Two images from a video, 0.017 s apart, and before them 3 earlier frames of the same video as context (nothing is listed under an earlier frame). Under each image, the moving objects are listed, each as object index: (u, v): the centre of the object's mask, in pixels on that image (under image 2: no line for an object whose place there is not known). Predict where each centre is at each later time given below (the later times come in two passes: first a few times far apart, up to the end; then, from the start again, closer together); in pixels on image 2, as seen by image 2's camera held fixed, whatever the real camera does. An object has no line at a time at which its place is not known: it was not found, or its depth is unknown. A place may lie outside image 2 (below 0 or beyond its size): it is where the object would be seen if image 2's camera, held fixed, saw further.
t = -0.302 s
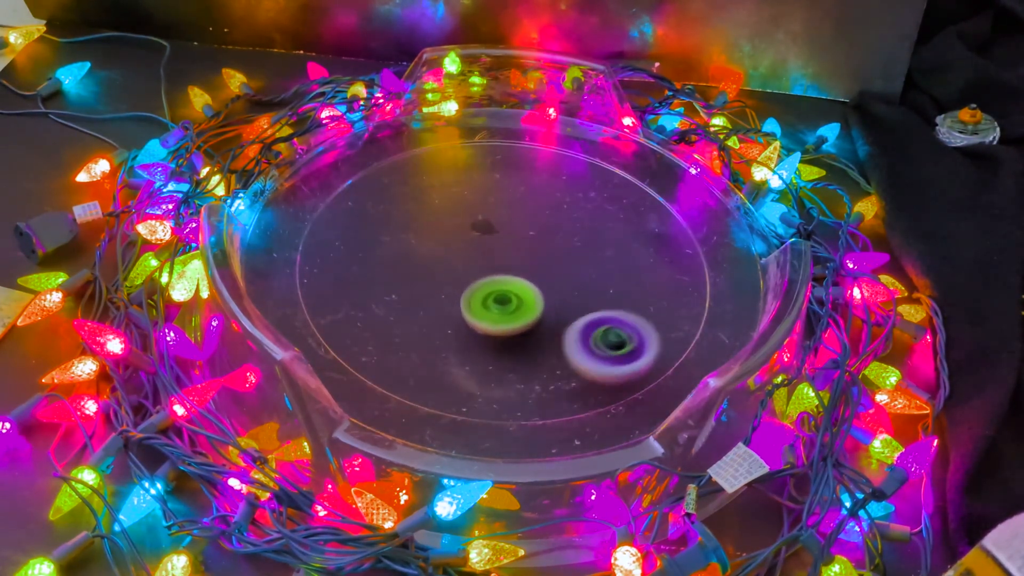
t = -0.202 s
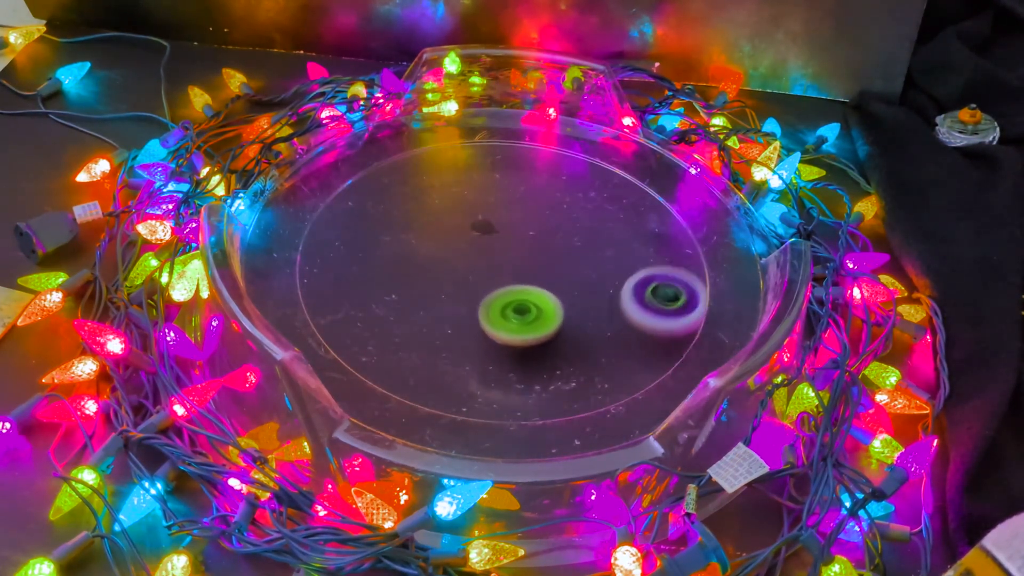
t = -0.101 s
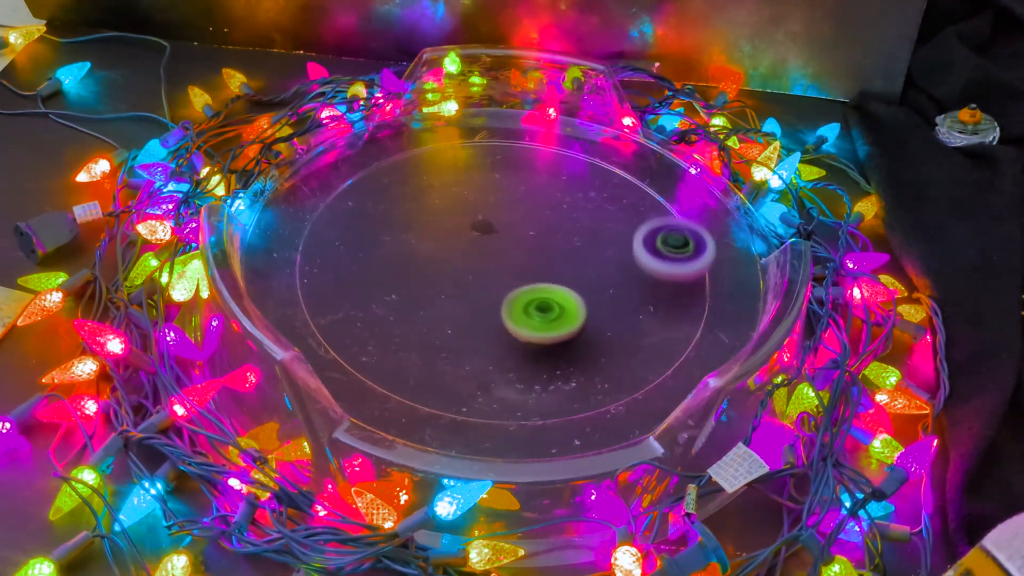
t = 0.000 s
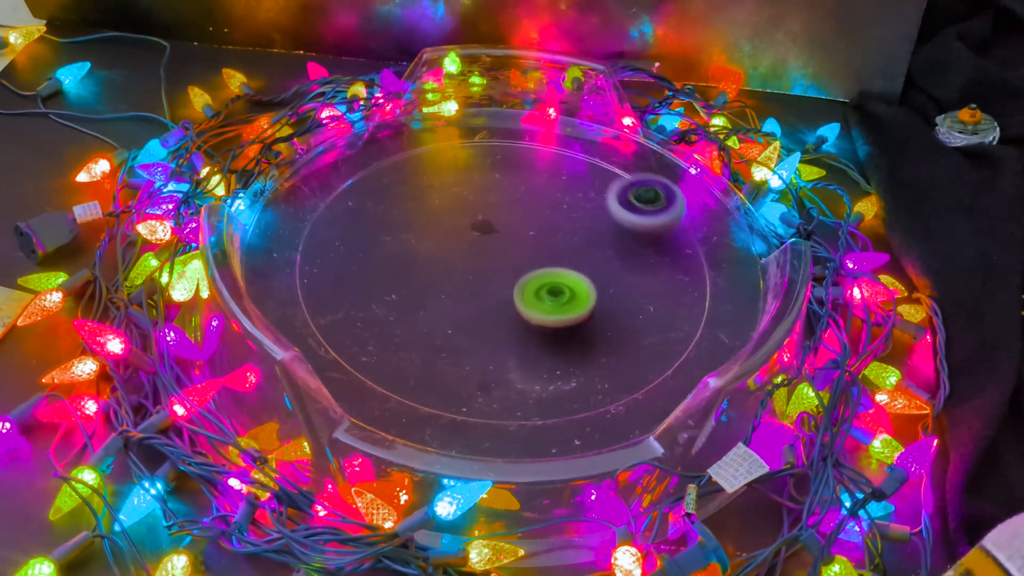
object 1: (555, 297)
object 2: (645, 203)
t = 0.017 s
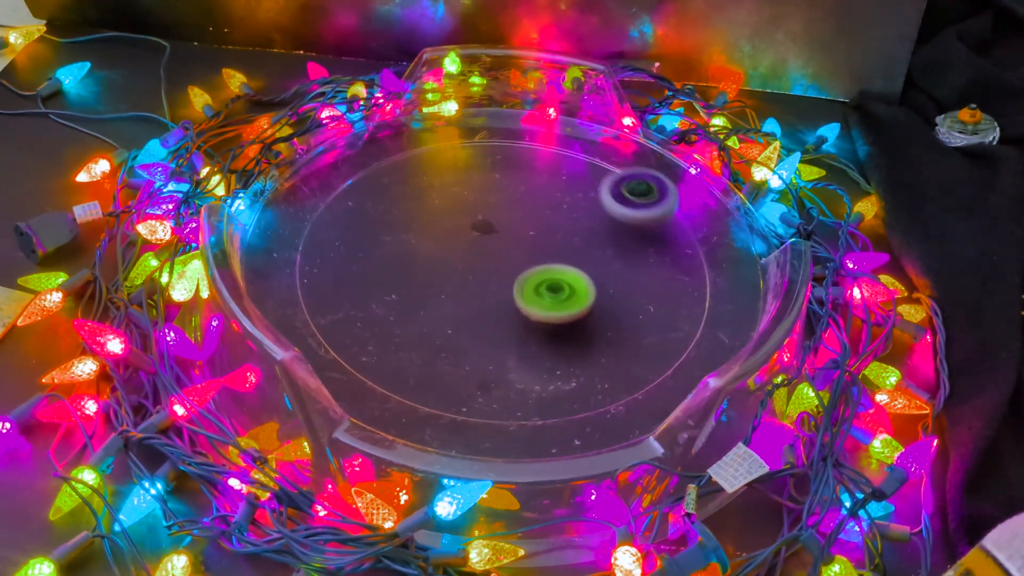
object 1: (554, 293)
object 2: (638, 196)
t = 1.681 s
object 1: (503, 299)
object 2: (379, 294)
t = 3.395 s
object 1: (481, 276)
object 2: (503, 190)
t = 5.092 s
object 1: (461, 248)
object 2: (580, 243)
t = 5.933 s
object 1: (484, 230)
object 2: (585, 265)
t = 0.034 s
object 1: (553, 290)
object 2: (631, 190)
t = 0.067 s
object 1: (548, 283)
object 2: (613, 179)
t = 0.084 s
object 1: (544, 279)
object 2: (604, 174)
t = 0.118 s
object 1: (535, 273)
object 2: (583, 167)
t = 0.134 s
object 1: (530, 271)
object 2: (572, 164)
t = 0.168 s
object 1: (518, 266)
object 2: (548, 160)
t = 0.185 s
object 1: (512, 264)
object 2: (535, 158)
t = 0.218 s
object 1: (499, 262)
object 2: (510, 158)
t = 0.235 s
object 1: (493, 261)
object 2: (498, 159)
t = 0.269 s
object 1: (480, 261)
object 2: (473, 163)
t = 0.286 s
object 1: (474, 261)
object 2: (460, 165)
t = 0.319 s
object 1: (462, 263)
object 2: (435, 172)
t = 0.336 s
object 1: (456, 265)
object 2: (424, 177)
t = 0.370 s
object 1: (447, 269)
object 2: (406, 190)
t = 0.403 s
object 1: (439, 274)
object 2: (389, 204)
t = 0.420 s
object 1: (435, 277)
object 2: (383, 212)
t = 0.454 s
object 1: (431, 284)
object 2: (373, 230)
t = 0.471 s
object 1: (431, 288)
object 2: (370, 240)
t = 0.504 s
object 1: (437, 300)
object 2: (363, 254)
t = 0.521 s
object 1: (443, 307)
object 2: (360, 261)
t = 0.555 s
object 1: (457, 316)
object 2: (360, 277)
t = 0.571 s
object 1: (464, 319)
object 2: (363, 286)
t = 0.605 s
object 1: (479, 324)
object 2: (373, 305)
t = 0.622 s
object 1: (488, 326)
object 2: (381, 314)
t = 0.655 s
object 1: (504, 327)
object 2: (399, 331)
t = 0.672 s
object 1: (512, 326)
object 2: (411, 339)
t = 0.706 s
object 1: (527, 322)
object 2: (437, 351)
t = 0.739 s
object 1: (541, 317)
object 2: (466, 360)
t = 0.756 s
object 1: (547, 314)
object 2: (482, 363)
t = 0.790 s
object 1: (557, 305)
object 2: (513, 365)
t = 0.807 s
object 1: (561, 301)
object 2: (529, 364)
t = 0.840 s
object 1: (566, 291)
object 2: (559, 360)
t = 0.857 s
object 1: (567, 286)
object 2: (573, 356)
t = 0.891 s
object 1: (568, 276)
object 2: (599, 345)
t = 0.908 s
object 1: (567, 271)
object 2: (611, 339)
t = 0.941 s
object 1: (563, 261)
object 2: (629, 324)
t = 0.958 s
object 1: (560, 256)
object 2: (637, 315)
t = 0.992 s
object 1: (553, 246)
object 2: (647, 297)
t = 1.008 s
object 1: (549, 242)
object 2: (649, 288)
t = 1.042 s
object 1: (538, 234)
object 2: (650, 269)
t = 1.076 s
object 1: (527, 228)
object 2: (646, 249)
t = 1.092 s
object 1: (520, 225)
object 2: (642, 241)
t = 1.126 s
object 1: (507, 221)
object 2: (630, 223)
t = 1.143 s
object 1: (500, 219)
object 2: (623, 215)
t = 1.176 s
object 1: (486, 217)
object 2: (606, 200)
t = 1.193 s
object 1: (479, 217)
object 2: (596, 194)
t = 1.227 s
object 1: (466, 218)
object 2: (575, 183)
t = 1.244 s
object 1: (460, 219)
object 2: (563, 178)
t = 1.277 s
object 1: (448, 223)
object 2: (539, 171)
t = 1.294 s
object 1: (443, 226)
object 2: (527, 168)
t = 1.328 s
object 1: (434, 232)
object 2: (502, 165)
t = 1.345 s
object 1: (430, 236)
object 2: (489, 165)
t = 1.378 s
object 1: (425, 244)
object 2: (464, 166)
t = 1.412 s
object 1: (422, 254)
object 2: (438, 171)
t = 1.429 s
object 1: (422, 258)
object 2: (426, 175)
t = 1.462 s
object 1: (425, 268)
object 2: (405, 185)
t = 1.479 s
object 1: (428, 273)
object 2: (397, 189)
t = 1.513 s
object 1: (435, 281)
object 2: (382, 203)
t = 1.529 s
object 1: (440, 285)
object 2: (376, 211)
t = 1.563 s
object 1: (452, 291)
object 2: (367, 228)
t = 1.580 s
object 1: (458, 294)
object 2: (364, 237)
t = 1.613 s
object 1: (473, 297)
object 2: (363, 256)
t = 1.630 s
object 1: (480, 298)
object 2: (365, 266)
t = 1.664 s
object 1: (496, 299)
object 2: (373, 285)
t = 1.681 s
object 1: (503, 299)
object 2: (379, 294)
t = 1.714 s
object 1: (518, 296)
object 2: (396, 312)
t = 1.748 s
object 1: (531, 292)
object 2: (418, 327)
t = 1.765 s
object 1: (538, 289)
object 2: (430, 333)
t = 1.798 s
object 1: (548, 282)
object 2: (458, 343)
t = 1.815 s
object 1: (552, 278)
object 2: (473, 347)
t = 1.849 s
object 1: (559, 270)
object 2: (504, 350)
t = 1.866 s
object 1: (562, 265)
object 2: (519, 350)
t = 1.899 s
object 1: (564, 255)
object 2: (549, 347)
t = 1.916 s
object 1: (564, 251)
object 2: (563, 343)
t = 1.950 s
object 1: (562, 241)
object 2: (589, 334)
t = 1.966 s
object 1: (560, 237)
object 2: (600, 328)
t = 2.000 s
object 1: (555, 228)
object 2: (618, 313)
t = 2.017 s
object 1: (551, 224)
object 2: (625, 305)
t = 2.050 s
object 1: (542, 217)
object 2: (635, 288)
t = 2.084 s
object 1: (532, 212)
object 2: (639, 270)
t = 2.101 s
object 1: (527, 210)
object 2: (639, 261)
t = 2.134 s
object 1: (515, 207)
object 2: (635, 243)
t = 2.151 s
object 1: (508, 207)
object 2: (631, 235)
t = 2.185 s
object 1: (496, 207)
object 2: (620, 220)
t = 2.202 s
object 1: (491, 208)
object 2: (614, 212)
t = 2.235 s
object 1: (481, 211)
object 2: (599, 199)
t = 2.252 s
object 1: (476, 214)
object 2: (590, 194)
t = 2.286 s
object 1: (468, 220)
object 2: (571, 185)
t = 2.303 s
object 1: (465, 223)
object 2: (560, 181)
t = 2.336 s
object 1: (460, 231)
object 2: (539, 174)
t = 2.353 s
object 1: (458, 235)
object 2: (528, 173)
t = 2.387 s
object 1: (457, 244)
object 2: (505, 171)
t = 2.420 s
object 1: (458, 254)
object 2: (481, 173)
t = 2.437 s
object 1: (460, 259)
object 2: (469, 174)
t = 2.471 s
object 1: (465, 267)
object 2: (446, 180)
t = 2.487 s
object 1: (468, 272)
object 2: (436, 184)
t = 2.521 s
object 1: (478, 279)
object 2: (417, 196)
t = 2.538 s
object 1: (483, 283)
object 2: (410, 203)
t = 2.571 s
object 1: (494, 288)
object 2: (398, 218)
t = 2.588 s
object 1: (501, 290)
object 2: (394, 227)
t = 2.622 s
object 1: (514, 293)
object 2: (391, 245)
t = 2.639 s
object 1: (521, 293)
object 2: (391, 254)
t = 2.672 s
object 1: (534, 292)
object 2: (395, 273)
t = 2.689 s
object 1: (541, 291)
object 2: (400, 282)
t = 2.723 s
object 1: (553, 288)
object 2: (413, 299)
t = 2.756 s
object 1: (563, 282)
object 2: (431, 314)
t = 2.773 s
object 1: (567, 279)
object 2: (442, 320)
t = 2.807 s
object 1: (573, 272)
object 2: (466, 331)
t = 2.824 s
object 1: (575, 268)
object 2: (479, 335)
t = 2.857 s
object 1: (577, 261)
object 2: (507, 339)
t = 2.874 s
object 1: (577, 257)
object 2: (521, 340)
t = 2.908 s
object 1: (575, 249)
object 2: (548, 338)
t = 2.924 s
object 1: (574, 245)
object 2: (561, 336)
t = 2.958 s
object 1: (568, 239)
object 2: (585, 328)
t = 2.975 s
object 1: (565, 235)
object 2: (596, 323)
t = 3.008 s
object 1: (556, 230)
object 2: (614, 311)
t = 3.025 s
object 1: (551, 228)
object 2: (622, 304)
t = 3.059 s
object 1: (541, 225)
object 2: (631, 289)
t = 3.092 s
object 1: (529, 223)
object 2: (637, 273)
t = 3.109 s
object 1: (524, 223)
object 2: (637, 265)
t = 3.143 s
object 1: (512, 225)
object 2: (633, 249)
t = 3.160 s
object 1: (507, 226)
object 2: (630, 242)
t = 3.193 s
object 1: (496, 230)
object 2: (619, 227)
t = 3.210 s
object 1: (492, 233)
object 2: (613, 221)
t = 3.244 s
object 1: (485, 239)
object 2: (597, 210)
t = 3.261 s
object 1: (482, 243)
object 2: (588, 205)
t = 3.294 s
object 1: (479, 250)
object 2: (569, 197)
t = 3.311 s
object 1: (478, 255)
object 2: (559, 194)
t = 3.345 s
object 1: (478, 263)
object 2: (537, 191)
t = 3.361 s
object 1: (478, 267)
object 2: (526, 190)
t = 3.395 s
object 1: (481, 276)
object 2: (503, 190)
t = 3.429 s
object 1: (486, 283)
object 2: (482, 194)
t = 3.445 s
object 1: (489, 287)
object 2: (471, 197)
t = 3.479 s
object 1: (497, 293)
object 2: (452, 205)
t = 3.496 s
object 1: (502, 296)
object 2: (443, 210)
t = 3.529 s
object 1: (513, 301)
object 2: (428, 223)
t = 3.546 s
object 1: (518, 302)
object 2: (422, 230)
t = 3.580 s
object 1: (530, 303)
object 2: (415, 244)
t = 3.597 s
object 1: (536, 303)
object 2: (412, 252)
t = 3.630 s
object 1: (547, 302)
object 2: (412, 269)
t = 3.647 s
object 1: (552, 301)
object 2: (414, 277)
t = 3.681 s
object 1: (561, 297)
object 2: (421, 294)
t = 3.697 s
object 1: (564, 294)
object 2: (427, 301)
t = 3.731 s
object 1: (570, 288)
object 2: (442, 315)
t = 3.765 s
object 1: (572, 282)
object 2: (461, 326)
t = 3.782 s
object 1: (573, 278)
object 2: (472, 331)
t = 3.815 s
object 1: (572, 271)
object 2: (496, 338)
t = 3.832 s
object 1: (571, 268)
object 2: (508, 340)
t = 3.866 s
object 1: (566, 261)
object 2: (534, 340)
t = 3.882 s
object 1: (563, 258)
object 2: (546, 339)
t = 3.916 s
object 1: (556, 252)
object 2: (569, 334)
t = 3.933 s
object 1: (551, 249)
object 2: (579, 330)
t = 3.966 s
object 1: (542, 245)
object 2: (597, 320)
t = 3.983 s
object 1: (536, 244)
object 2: (605, 314)
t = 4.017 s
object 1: (525, 242)
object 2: (616, 301)
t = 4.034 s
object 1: (519, 241)
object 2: (619, 293)
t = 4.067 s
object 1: (508, 242)
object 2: (621, 278)
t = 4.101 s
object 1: (497, 244)
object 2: (619, 264)
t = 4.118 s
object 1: (492, 245)
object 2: (616, 257)
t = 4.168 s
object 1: (481, 252)
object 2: (600, 237)
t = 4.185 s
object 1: (478, 255)
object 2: (593, 231)
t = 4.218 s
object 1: (472, 261)
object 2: (577, 221)
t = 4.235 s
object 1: (469, 264)
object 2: (568, 217)
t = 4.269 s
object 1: (466, 272)
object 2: (549, 211)
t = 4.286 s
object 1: (466, 275)
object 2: (539, 209)
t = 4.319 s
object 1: (466, 283)
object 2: (518, 206)
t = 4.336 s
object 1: (468, 287)
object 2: (507, 206)
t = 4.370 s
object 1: (473, 294)
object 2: (486, 207)
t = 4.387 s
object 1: (476, 296)
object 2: (476, 209)
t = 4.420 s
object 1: (485, 302)
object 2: (457, 215)
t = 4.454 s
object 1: (494, 305)
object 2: (440, 224)
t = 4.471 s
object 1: (500, 306)
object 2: (433, 229)
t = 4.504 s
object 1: (509, 306)
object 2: (422, 241)
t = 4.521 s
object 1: (514, 306)
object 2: (418, 248)
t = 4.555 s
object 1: (524, 304)
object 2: (413, 262)
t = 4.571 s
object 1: (528, 302)
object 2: (413, 269)
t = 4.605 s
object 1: (536, 297)
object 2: (415, 284)
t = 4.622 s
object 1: (540, 294)
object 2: (419, 291)
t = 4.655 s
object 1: (546, 288)
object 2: (429, 305)
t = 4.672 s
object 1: (548, 285)
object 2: (436, 311)
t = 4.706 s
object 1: (549, 277)
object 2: (453, 321)
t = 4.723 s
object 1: (549, 273)
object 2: (462, 325)
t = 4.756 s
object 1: (547, 266)
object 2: (484, 331)
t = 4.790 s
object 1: (541, 259)
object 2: (506, 333)
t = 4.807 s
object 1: (538, 255)
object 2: (517, 333)
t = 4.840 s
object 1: (531, 249)
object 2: (539, 329)
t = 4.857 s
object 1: (526, 247)
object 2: (548, 326)
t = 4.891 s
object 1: (517, 243)
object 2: (566, 319)
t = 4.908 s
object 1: (513, 242)
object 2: (573, 314)
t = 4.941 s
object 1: (503, 241)
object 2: (585, 302)
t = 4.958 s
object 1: (498, 241)
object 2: (589, 296)
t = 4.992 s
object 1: (487, 240)
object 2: (593, 283)
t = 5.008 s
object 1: (482, 241)
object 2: (594, 276)
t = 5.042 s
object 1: (472, 242)
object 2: (592, 262)
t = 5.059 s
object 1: (468, 244)
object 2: (589, 256)
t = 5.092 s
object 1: (461, 248)
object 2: (580, 243)
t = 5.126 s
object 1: (455, 253)
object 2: (568, 232)
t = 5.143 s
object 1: (453, 256)
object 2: (561, 227)
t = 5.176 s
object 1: (452, 263)
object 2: (546, 219)
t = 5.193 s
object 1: (452, 266)
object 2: (537, 216)
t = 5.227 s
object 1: (454, 272)
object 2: (520, 212)
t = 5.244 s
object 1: (456, 274)
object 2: (510, 211)
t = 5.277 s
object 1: (462, 279)
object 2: (492, 210)
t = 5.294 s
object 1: (465, 281)
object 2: (483, 210)
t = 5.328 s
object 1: (473, 284)
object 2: (466, 213)
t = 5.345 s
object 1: (478, 286)
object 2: (457, 215)
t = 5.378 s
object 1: (487, 287)
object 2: (442, 222)
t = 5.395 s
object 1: (492, 288)
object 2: (436, 226)
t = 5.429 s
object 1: (502, 288)
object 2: (425, 237)
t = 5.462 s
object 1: (512, 286)
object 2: (419, 249)
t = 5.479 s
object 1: (517, 285)
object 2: (418, 255)
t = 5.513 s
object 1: (525, 281)
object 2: (419, 268)
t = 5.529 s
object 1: (528, 279)
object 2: (421, 275)
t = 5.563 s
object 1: (533, 274)
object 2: (430, 288)
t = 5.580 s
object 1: (535, 271)
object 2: (435, 293)
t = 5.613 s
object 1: (536, 265)
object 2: (449, 304)
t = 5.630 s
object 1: (536, 262)
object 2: (458, 308)
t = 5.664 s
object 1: (535, 256)
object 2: (476, 314)
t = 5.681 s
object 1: (534, 253)
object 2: (486, 317)
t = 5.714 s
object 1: (531, 246)
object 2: (507, 318)
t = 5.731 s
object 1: (529, 243)
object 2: (517, 318)
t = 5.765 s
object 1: (524, 237)
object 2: (536, 315)
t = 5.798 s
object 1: (517, 233)
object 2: (553, 309)
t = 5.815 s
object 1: (513, 231)
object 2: (561, 305)
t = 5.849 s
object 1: (504, 228)
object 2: (573, 295)
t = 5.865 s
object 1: (500, 228)
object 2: (578, 289)
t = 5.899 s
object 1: (488, 229)
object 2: (585, 271)
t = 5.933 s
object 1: (484, 230)
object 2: (585, 265)
